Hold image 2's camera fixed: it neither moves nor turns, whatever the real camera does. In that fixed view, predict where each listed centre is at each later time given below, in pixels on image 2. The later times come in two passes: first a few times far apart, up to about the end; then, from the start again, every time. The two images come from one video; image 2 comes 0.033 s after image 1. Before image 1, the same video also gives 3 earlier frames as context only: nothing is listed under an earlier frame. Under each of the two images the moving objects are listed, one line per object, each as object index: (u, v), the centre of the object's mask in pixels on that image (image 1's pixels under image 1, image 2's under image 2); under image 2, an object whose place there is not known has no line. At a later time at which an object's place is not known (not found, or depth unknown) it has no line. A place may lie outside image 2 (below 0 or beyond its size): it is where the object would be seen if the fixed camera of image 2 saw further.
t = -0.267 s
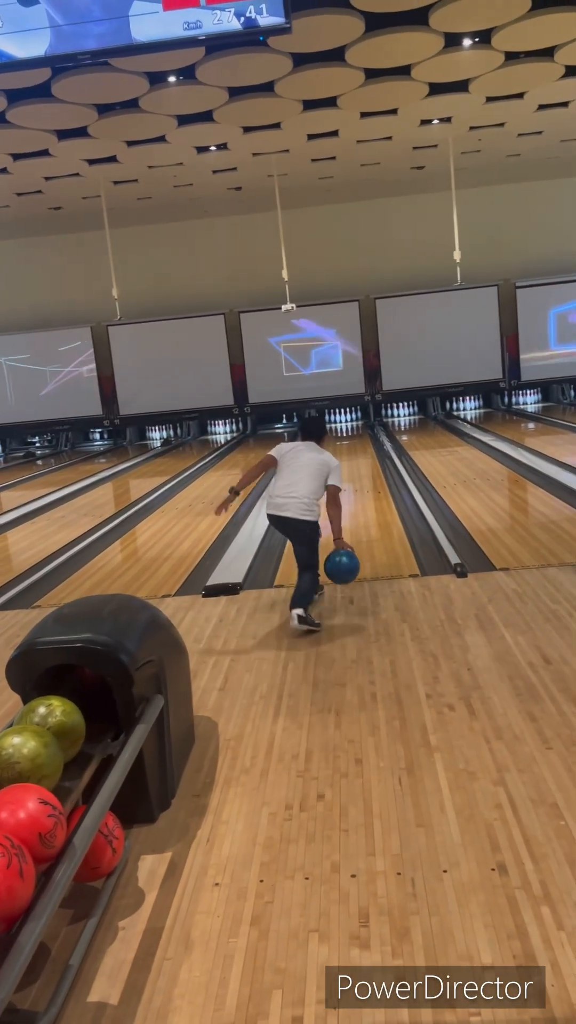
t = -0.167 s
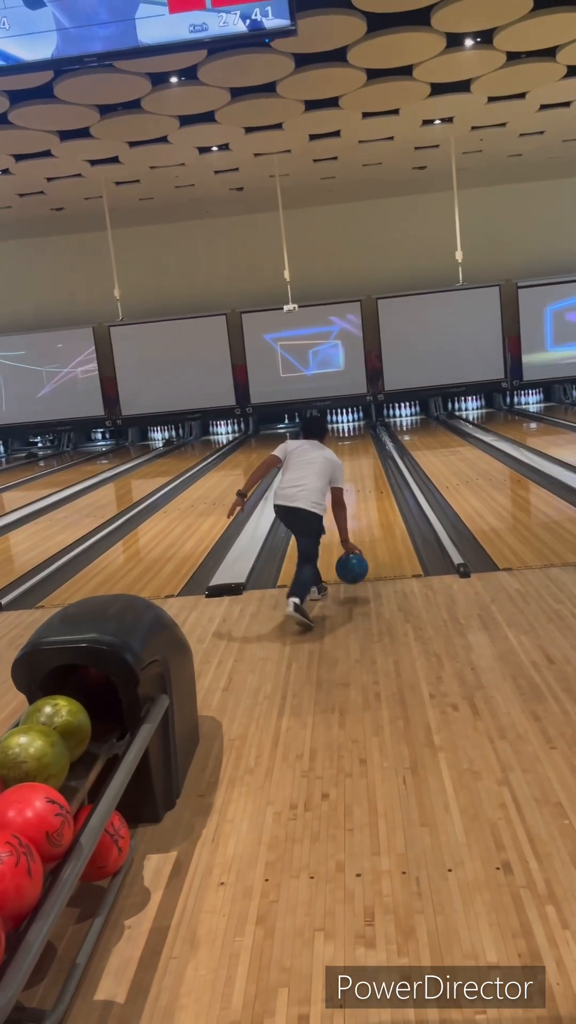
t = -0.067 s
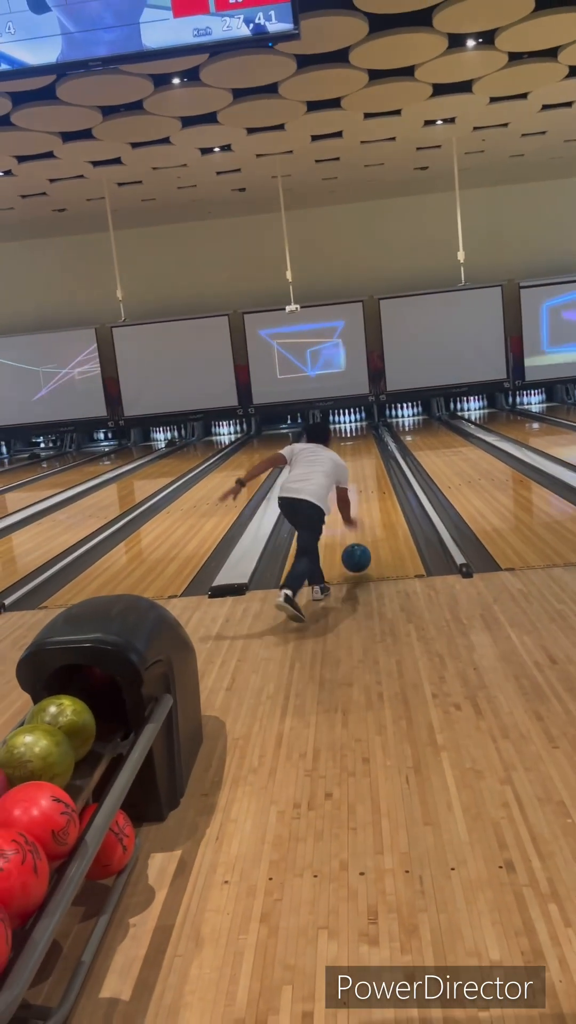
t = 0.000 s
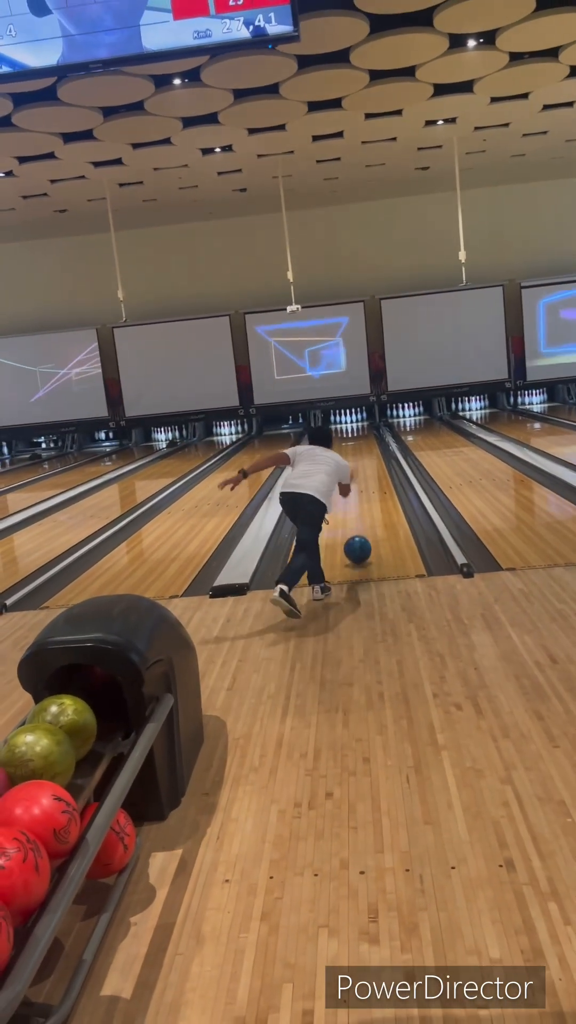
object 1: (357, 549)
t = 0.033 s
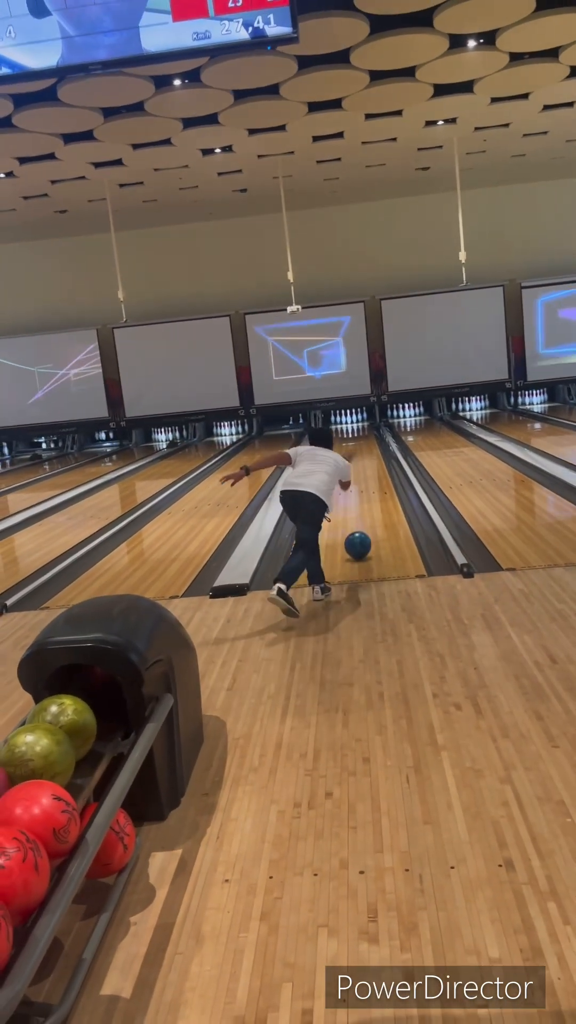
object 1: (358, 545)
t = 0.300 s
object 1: (359, 512)
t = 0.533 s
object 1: (359, 492)
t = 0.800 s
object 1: (360, 476)
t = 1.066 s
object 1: (360, 463)
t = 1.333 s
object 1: (360, 453)
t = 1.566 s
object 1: (364, 447)
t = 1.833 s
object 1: (360, 440)
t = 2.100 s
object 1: (359, 434)
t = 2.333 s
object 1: (359, 430)
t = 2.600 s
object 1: (359, 427)
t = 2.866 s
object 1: (358, 423)
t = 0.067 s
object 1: (358, 540)
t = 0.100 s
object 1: (358, 535)
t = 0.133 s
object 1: (358, 531)
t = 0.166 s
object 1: (358, 527)
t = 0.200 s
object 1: (358, 523)
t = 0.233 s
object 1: (359, 519)
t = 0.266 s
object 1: (359, 515)
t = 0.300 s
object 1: (359, 512)
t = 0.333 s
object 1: (359, 509)
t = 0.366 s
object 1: (359, 506)
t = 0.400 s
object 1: (359, 503)
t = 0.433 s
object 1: (359, 500)
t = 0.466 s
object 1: (359, 497)
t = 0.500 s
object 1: (359, 495)
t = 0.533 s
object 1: (359, 492)
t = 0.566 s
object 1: (360, 490)
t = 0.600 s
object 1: (360, 488)
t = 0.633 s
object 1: (360, 485)
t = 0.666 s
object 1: (360, 483)
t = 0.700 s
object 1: (360, 481)
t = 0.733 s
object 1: (360, 479)
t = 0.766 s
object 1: (360, 477)
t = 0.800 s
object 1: (360, 476)
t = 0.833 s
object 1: (360, 474)
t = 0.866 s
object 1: (360, 472)
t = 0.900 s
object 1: (360, 471)
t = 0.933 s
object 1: (360, 469)
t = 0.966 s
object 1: (360, 467)
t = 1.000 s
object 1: (360, 466)
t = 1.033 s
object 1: (360, 465)
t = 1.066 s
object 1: (360, 463)
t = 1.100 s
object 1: (360, 462)
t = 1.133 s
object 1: (360, 460)
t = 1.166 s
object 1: (360, 459)
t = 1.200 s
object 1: (360, 458)
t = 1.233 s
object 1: (360, 457)
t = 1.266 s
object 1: (360, 455)
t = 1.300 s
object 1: (360, 454)
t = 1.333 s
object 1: (360, 453)
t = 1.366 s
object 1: (360, 453)
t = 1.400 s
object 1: (360, 451)
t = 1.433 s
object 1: (360, 450)
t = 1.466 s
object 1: (360, 449)
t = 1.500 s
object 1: (360, 449)
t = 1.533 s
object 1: (362, 449)
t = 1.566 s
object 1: (364, 447)
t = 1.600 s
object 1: (359, 443)
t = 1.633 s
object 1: (360, 444)
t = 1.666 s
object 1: (360, 444)
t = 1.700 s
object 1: (360, 443)
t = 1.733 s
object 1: (360, 442)
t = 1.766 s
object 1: (360, 442)
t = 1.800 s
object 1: (360, 440)
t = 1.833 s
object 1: (360, 440)
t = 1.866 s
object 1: (360, 439)
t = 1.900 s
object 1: (359, 438)
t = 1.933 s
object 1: (359, 438)
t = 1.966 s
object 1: (359, 437)
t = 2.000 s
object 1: (359, 437)
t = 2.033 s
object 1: (359, 436)
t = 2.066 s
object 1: (359, 435)
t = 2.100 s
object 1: (359, 434)
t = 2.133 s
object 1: (359, 434)
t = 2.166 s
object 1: (359, 432)
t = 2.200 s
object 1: (359, 432)
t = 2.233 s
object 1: (359, 432)
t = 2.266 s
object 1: (359, 432)
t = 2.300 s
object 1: (359, 431)
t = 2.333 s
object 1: (359, 430)
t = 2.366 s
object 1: (359, 430)
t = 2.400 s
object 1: (358, 430)
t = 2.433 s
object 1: (358, 429)
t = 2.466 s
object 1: (358, 428)
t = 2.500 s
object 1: (358, 428)
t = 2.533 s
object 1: (358, 428)
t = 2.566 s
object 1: (358, 427)
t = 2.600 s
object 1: (359, 427)
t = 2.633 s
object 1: (358, 427)
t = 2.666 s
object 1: (358, 426)
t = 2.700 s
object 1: (358, 425)
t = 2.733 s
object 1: (358, 425)
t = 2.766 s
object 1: (358, 424)
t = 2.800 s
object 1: (358, 424)
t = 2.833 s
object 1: (358, 424)
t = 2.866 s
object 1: (358, 423)
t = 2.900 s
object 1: (357, 423)
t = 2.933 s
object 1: (357, 423)
